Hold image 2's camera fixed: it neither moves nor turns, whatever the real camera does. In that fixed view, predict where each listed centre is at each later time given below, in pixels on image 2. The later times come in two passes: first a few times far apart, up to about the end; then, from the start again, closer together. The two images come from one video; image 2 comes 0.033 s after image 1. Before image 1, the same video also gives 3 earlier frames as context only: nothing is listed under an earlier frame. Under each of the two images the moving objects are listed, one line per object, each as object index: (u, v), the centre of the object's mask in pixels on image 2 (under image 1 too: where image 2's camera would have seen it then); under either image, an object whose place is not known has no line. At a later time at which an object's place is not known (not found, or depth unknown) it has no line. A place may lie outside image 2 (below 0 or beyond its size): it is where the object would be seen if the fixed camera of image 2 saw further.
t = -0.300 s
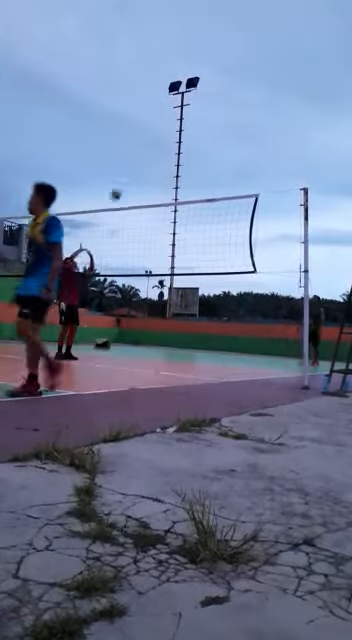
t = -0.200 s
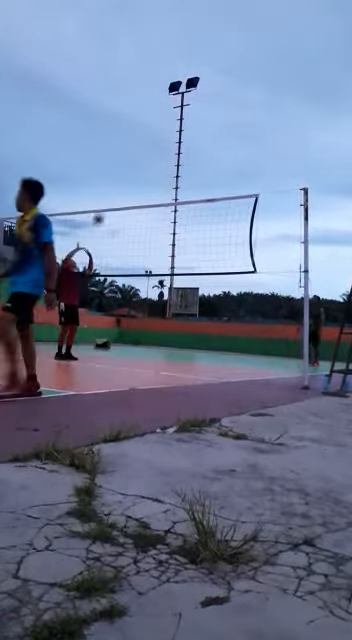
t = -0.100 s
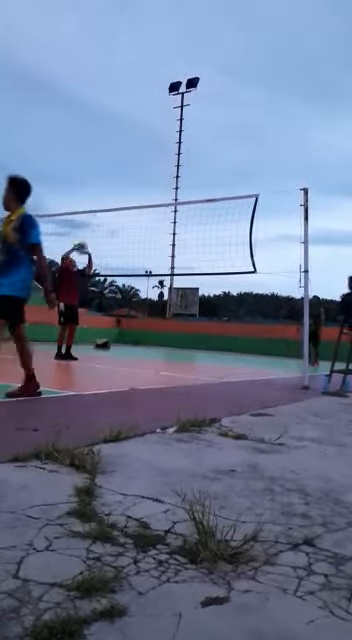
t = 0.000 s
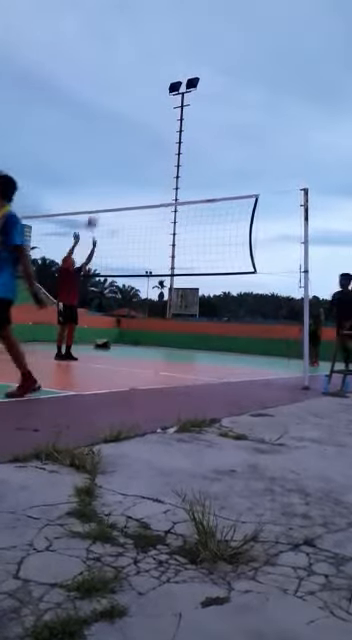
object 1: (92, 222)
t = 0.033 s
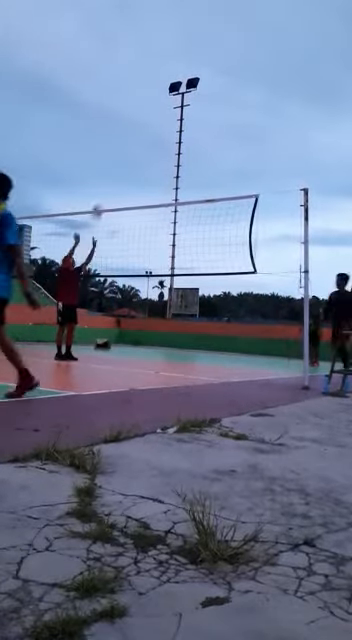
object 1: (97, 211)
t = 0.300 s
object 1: (140, 146)
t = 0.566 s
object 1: (183, 119)
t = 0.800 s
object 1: (222, 132)
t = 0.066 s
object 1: (102, 201)
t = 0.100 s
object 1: (107, 192)
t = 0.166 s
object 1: (118, 174)
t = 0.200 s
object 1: (124, 166)
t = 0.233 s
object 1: (129, 159)
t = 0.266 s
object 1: (135, 152)
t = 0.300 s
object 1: (140, 146)
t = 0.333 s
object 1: (145, 140)
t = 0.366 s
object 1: (151, 135)
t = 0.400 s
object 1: (156, 131)
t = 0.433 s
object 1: (161, 127)
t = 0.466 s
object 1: (167, 124)
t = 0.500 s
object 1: (172, 122)
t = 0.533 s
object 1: (178, 120)
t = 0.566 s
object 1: (183, 119)
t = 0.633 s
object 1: (195, 119)
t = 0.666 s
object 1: (200, 120)
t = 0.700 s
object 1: (205, 122)
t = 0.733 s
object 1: (211, 124)
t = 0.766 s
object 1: (216, 128)
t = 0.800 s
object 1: (222, 132)
